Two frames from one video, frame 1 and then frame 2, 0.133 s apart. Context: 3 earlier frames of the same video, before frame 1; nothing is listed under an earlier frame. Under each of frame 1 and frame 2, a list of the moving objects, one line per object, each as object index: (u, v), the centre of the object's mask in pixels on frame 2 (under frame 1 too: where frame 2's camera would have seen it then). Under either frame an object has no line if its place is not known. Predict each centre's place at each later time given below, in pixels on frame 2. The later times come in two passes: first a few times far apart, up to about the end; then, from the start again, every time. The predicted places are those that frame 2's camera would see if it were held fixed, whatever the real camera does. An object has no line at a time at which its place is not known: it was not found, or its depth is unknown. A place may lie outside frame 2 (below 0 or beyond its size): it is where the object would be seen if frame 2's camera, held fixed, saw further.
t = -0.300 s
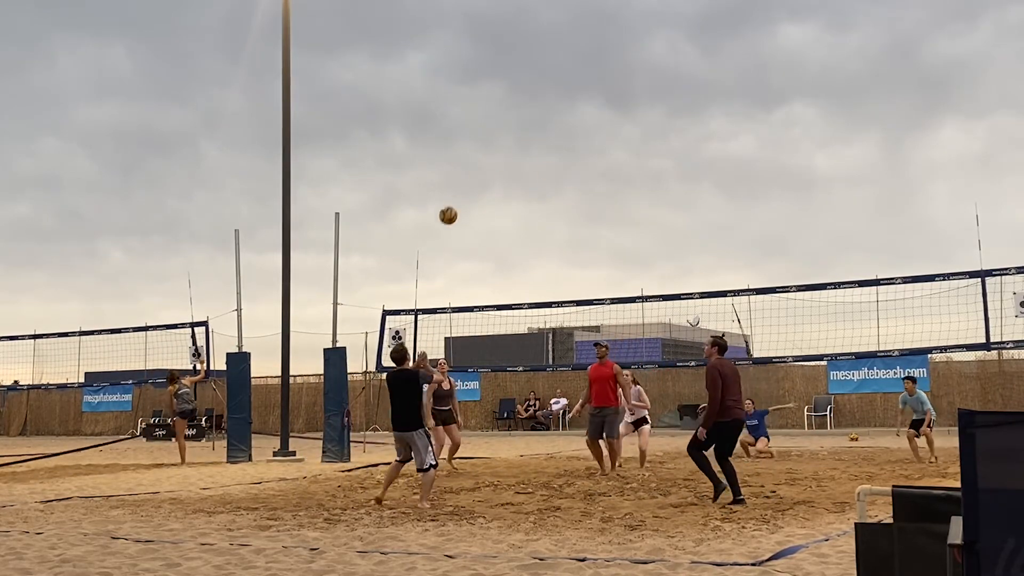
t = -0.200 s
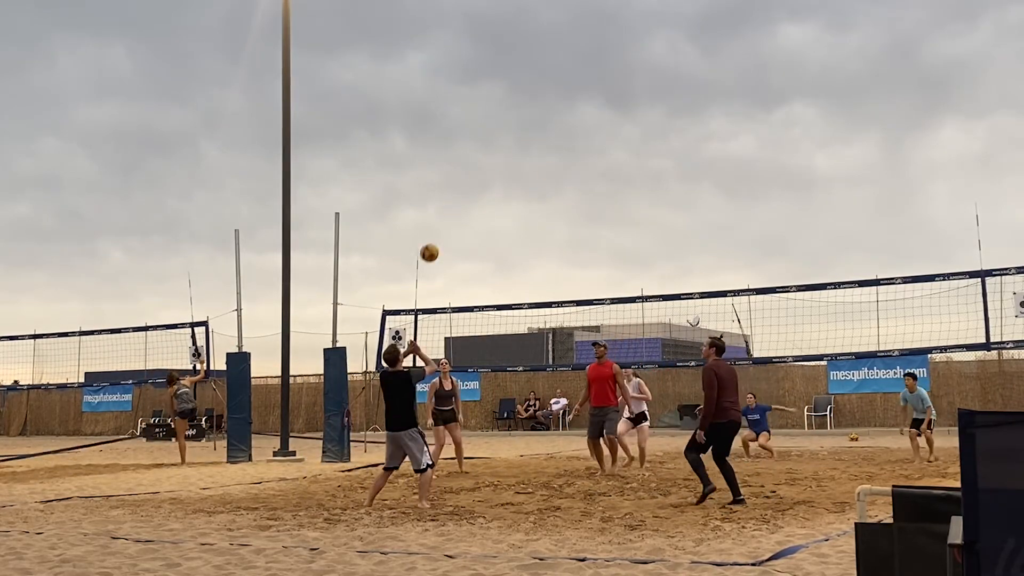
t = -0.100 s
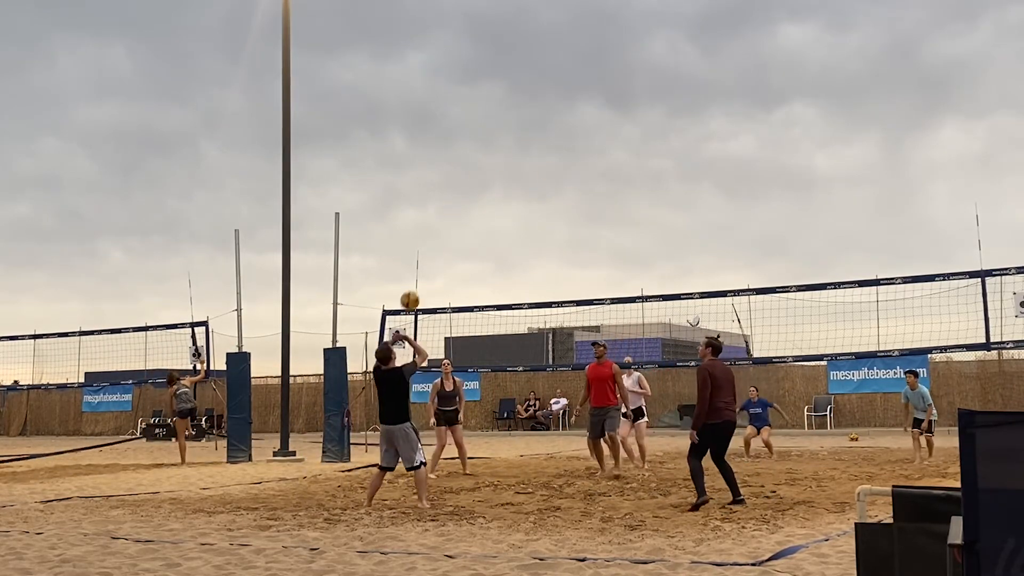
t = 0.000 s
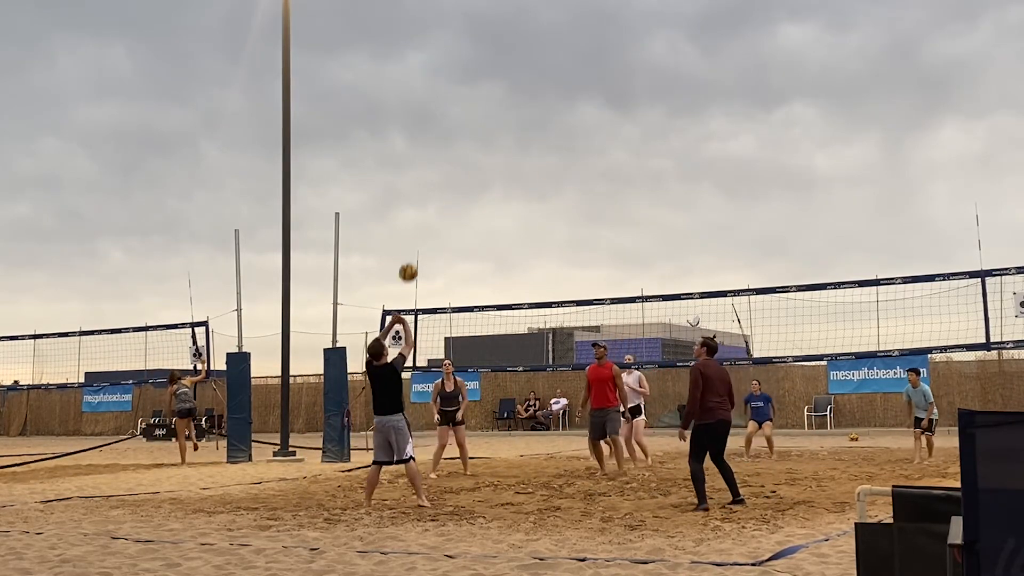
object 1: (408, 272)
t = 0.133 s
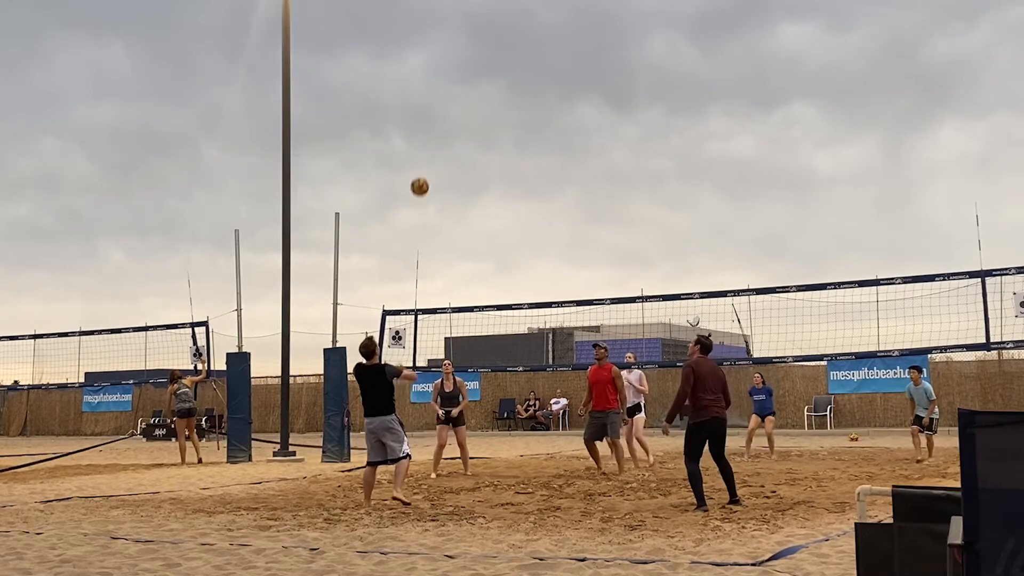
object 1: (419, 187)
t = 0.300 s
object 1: (433, 111)
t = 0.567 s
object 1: (453, 48)
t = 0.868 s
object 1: (474, 49)
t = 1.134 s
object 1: (492, 100)
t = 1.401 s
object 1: (509, 194)
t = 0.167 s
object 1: (422, 169)
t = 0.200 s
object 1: (425, 153)
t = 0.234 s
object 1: (428, 138)
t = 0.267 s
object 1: (430, 124)
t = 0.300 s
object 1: (433, 111)
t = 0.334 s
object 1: (436, 99)
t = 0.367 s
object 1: (438, 89)
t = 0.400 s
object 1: (441, 79)
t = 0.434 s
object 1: (443, 71)
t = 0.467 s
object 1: (446, 64)
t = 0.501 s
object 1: (448, 58)
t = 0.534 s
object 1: (450, 52)
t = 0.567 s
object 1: (453, 48)
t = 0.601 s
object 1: (455, 45)
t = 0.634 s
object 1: (458, 42)
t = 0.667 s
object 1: (460, 41)
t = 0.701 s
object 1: (462, 40)
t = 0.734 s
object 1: (465, 40)
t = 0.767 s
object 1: (467, 41)
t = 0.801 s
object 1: (469, 43)
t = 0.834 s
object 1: (472, 45)
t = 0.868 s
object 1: (474, 49)
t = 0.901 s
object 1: (476, 53)
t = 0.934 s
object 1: (478, 57)
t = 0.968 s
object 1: (481, 63)
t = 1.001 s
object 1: (483, 69)
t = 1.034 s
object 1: (485, 76)
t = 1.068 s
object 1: (487, 83)
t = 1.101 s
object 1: (490, 92)
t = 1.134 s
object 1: (492, 100)
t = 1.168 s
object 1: (494, 110)
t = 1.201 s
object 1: (496, 120)
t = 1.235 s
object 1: (499, 131)
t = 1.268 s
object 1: (500, 143)
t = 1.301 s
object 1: (503, 155)
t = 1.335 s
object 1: (505, 167)
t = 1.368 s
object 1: (507, 181)
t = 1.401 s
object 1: (509, 194)
